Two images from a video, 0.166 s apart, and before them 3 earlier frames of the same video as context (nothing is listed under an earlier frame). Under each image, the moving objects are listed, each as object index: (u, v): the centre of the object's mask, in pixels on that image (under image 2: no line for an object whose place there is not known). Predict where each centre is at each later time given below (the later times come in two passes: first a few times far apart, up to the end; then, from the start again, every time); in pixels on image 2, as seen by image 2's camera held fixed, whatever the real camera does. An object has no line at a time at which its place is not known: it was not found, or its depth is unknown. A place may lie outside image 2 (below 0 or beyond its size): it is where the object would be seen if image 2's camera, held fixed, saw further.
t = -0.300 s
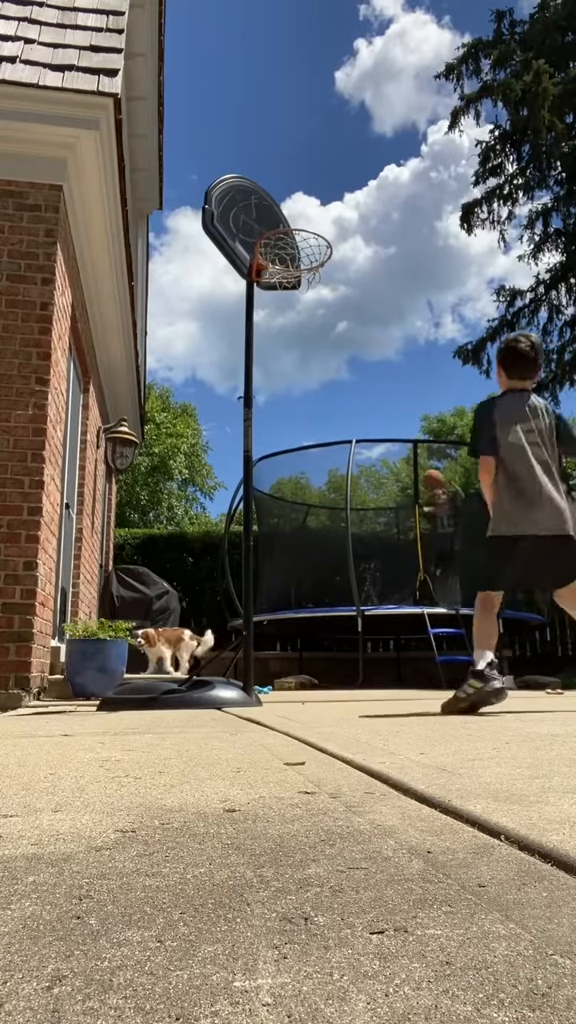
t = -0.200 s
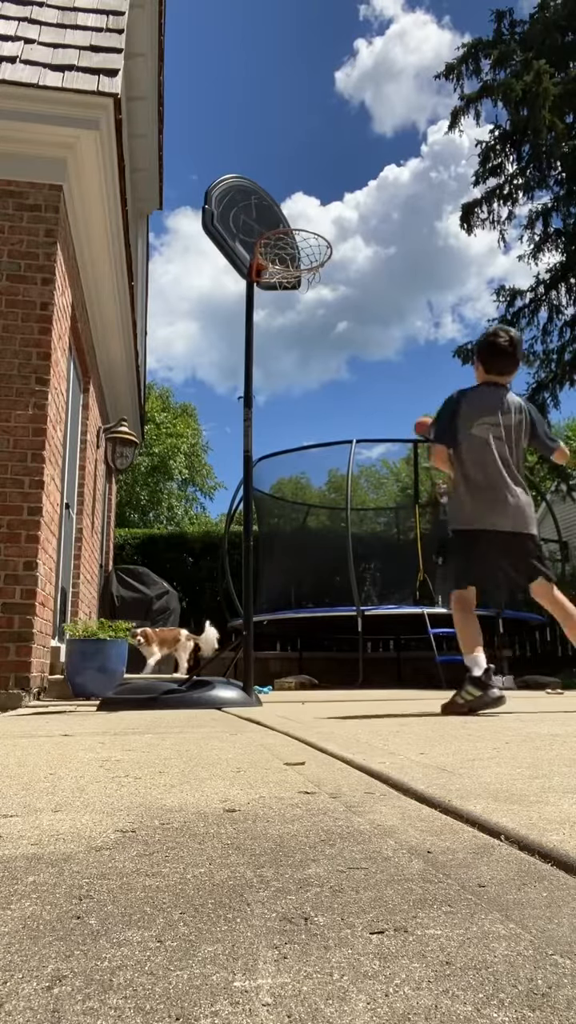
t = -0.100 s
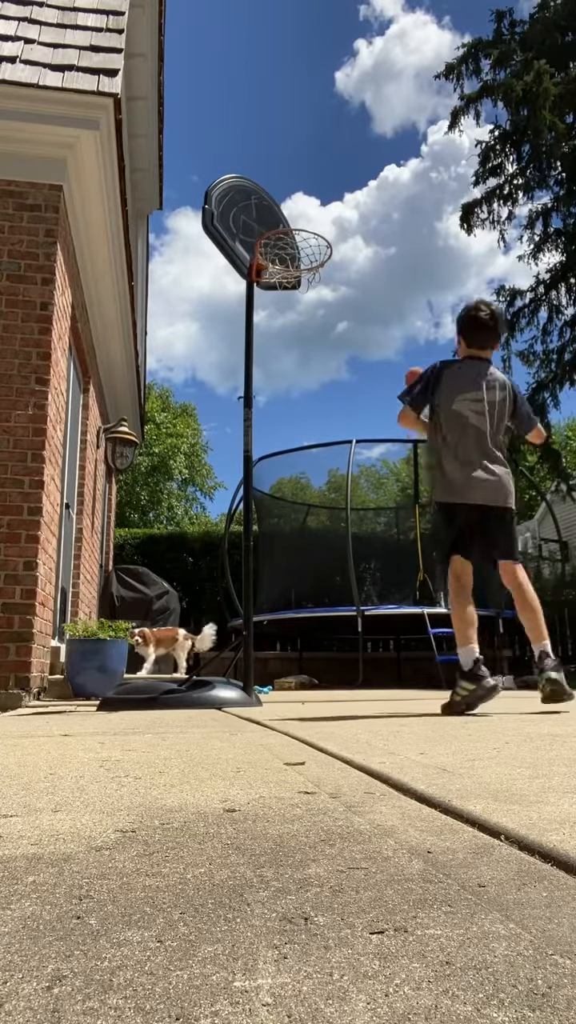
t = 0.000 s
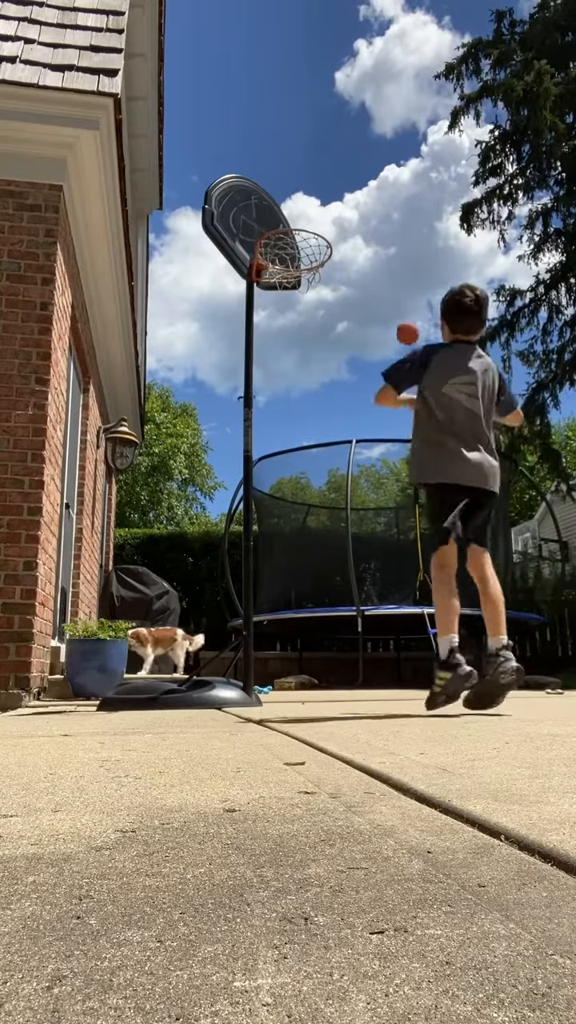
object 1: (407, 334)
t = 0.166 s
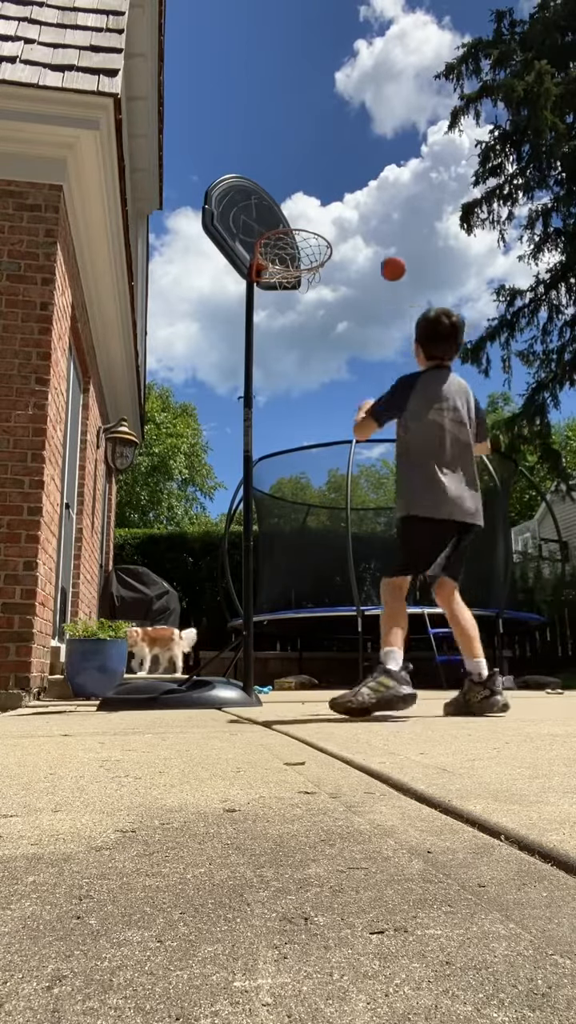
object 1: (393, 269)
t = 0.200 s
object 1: (390, 257)
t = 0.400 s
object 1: (369, 205)
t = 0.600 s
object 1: (343, 186)
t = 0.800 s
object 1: (308, 223)
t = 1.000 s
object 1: (291, 259)
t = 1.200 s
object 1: (274, 284)
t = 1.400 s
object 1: (251, 368)
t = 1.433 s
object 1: (245, 389)
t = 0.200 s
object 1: (390, 257)
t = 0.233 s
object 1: (386, 247)
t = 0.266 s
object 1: (383, 237)
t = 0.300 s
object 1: (379, 228)
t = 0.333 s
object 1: (376, 219)
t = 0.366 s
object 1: (373, 212)
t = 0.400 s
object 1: (369, 205)
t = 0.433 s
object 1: (365, 198)
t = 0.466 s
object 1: (361, 194)
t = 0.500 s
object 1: (357, 190)
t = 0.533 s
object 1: (352, 187)
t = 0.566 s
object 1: (348, 186)
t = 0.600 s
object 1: (343, 186)
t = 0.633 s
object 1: (338, 187)
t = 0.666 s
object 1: (333, 190)
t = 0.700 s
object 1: (327, 195)
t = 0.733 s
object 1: (321, 202)
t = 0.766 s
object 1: (314, 210)
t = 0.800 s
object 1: (308, 223)
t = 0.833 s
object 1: (297, 240)
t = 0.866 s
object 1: (283, 259)
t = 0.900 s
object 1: (280, 265)
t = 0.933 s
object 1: (285, 263)
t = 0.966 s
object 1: (288, 262)
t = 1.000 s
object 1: (291, 259)
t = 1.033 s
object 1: (291, 259)
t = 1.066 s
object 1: (289, 260)
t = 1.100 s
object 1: (286, 260)
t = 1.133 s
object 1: (281, 268)
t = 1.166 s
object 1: (277, 274)
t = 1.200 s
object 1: (274, 284)
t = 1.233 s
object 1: (273, 293)
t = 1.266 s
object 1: (272, 306)
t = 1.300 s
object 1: (270, 318)
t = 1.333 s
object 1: (267, 331)
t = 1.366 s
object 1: (259, 348)
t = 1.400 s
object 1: (251, 368)
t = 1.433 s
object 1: (245, 389)
